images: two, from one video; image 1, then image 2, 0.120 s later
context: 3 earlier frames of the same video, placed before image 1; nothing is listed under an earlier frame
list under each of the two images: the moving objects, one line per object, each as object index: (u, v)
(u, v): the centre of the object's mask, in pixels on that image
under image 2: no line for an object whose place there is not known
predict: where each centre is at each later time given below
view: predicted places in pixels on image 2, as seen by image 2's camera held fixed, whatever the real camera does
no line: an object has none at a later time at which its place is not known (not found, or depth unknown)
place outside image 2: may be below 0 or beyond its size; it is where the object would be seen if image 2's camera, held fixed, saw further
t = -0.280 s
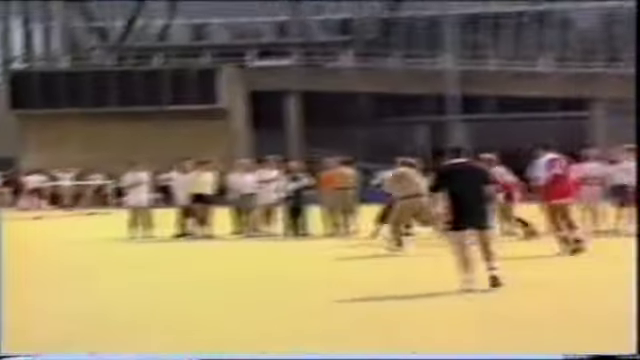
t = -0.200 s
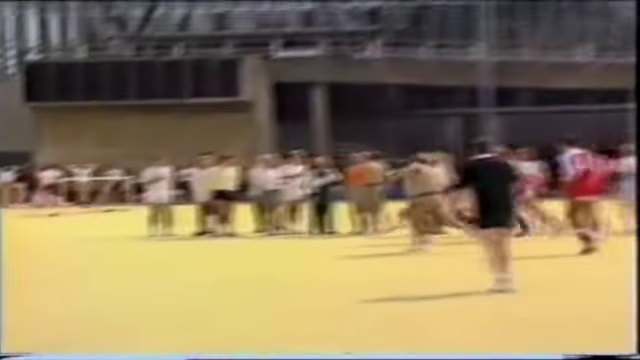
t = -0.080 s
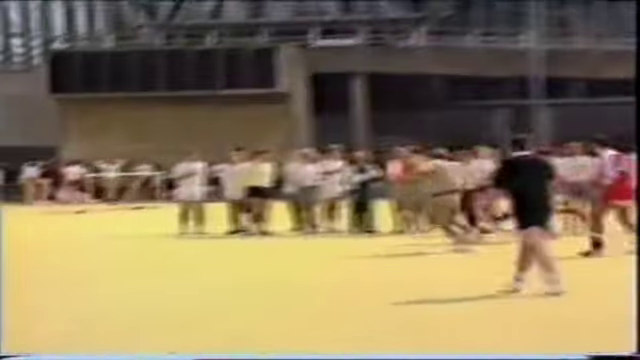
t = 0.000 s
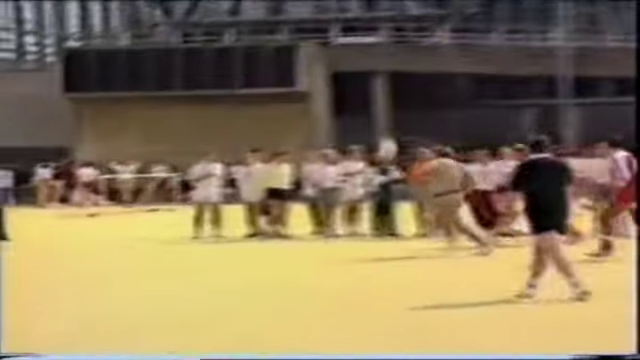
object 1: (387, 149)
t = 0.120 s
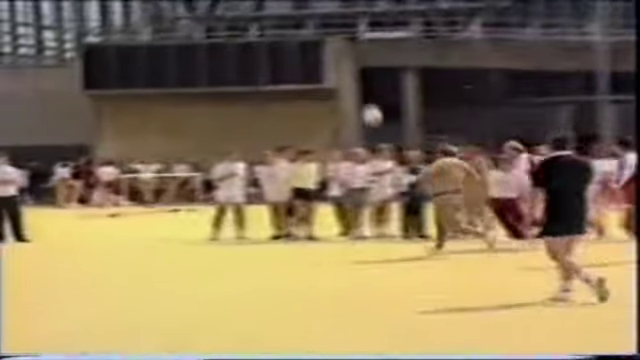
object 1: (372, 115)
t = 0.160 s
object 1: (355, 107)
